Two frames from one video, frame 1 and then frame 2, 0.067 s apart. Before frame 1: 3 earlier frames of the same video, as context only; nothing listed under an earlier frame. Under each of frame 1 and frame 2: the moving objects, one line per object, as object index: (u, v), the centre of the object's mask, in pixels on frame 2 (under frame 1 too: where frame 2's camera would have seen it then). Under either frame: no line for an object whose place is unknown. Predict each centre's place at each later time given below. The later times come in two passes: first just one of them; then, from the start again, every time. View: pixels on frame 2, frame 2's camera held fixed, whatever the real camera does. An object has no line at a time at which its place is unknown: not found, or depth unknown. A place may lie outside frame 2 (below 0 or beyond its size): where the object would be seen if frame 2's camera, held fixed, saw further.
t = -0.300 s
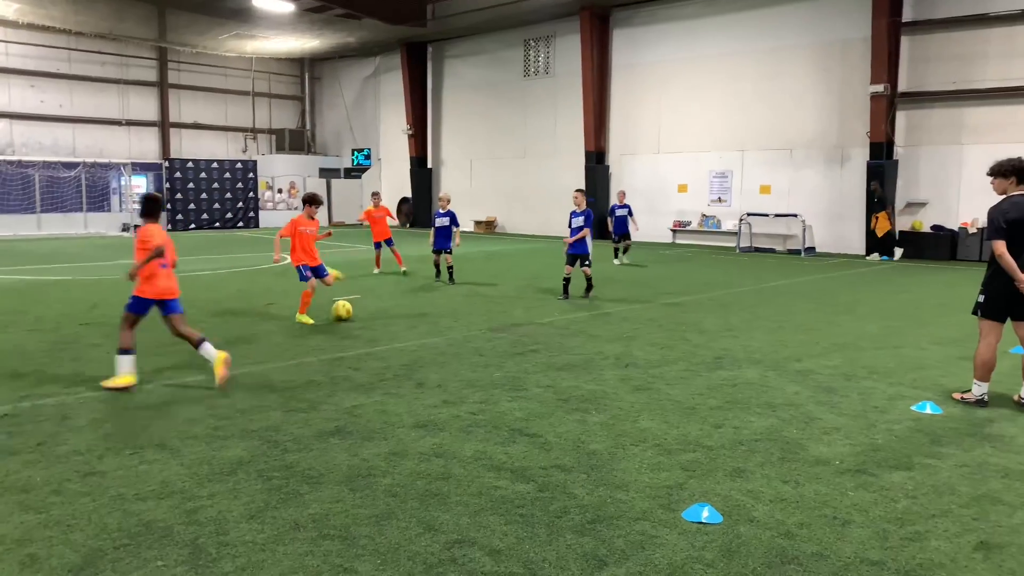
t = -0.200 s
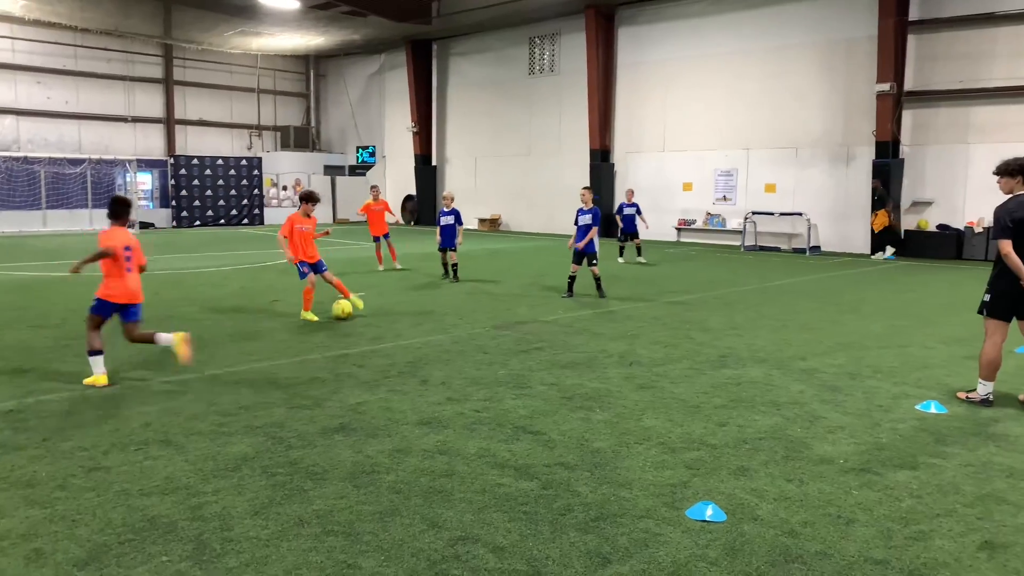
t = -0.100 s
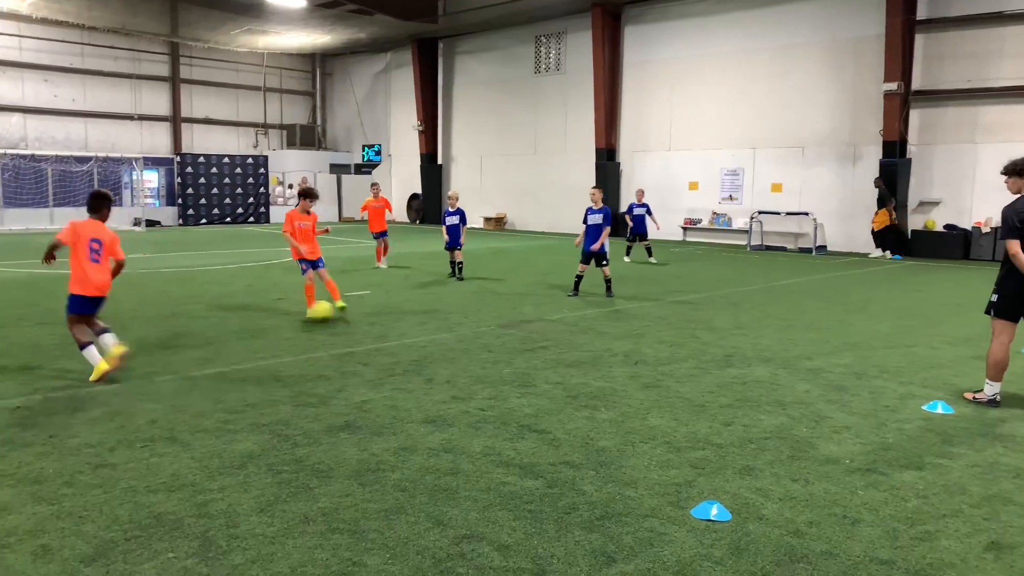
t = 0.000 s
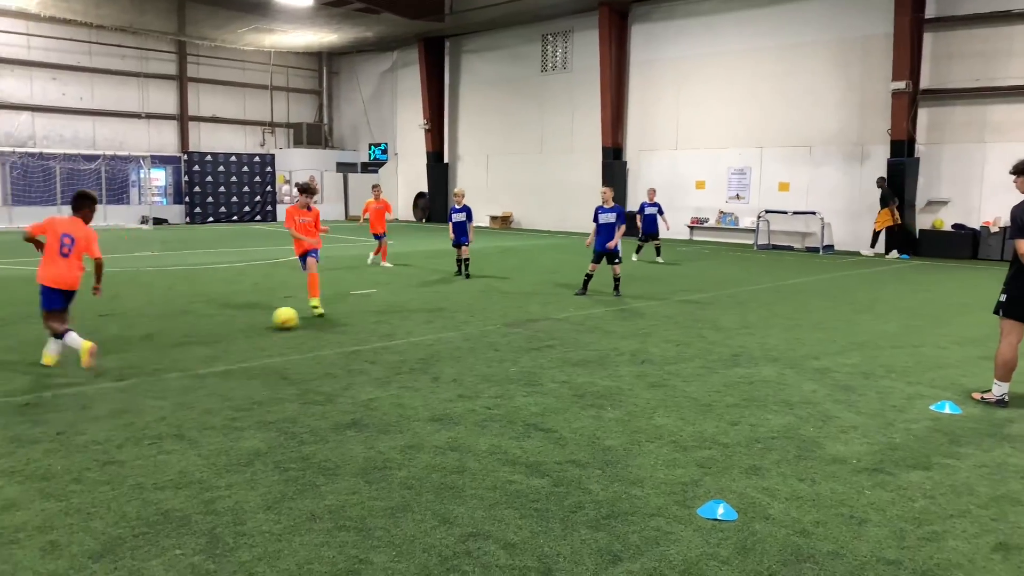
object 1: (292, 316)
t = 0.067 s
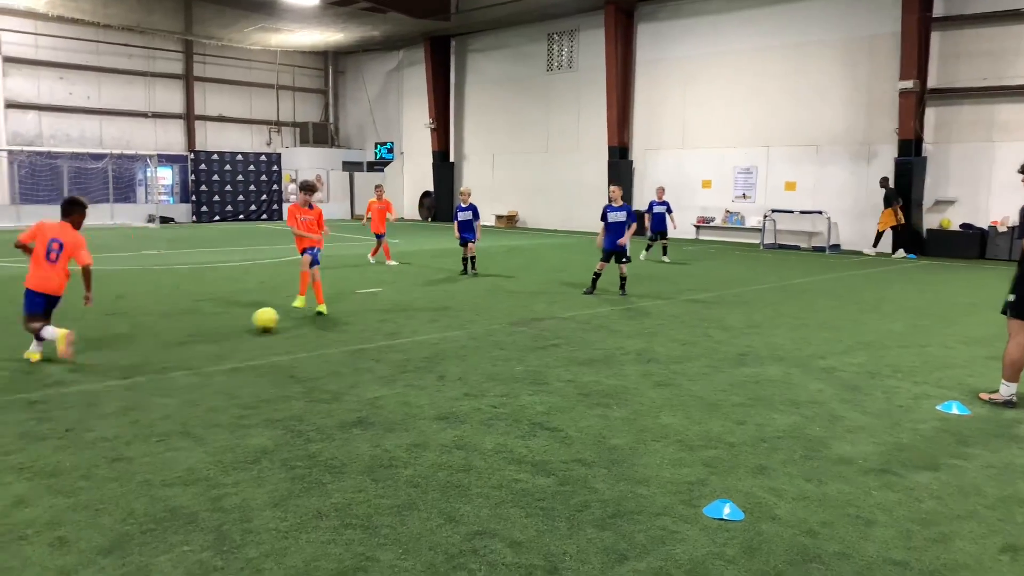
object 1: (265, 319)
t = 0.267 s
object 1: (184, 336)
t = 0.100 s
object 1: (253, 322)
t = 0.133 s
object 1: (238, 325)
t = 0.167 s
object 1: (225, 328)
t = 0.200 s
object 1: (211, 330)
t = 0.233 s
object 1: (198, 332)
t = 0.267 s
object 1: (184, 336)
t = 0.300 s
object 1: (170, 338)
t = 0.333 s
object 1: (156, 340)
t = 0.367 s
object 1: (141, 343)
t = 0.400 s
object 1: (126, 345)
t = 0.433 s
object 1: (110, 348)
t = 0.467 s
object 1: (93, 351)
